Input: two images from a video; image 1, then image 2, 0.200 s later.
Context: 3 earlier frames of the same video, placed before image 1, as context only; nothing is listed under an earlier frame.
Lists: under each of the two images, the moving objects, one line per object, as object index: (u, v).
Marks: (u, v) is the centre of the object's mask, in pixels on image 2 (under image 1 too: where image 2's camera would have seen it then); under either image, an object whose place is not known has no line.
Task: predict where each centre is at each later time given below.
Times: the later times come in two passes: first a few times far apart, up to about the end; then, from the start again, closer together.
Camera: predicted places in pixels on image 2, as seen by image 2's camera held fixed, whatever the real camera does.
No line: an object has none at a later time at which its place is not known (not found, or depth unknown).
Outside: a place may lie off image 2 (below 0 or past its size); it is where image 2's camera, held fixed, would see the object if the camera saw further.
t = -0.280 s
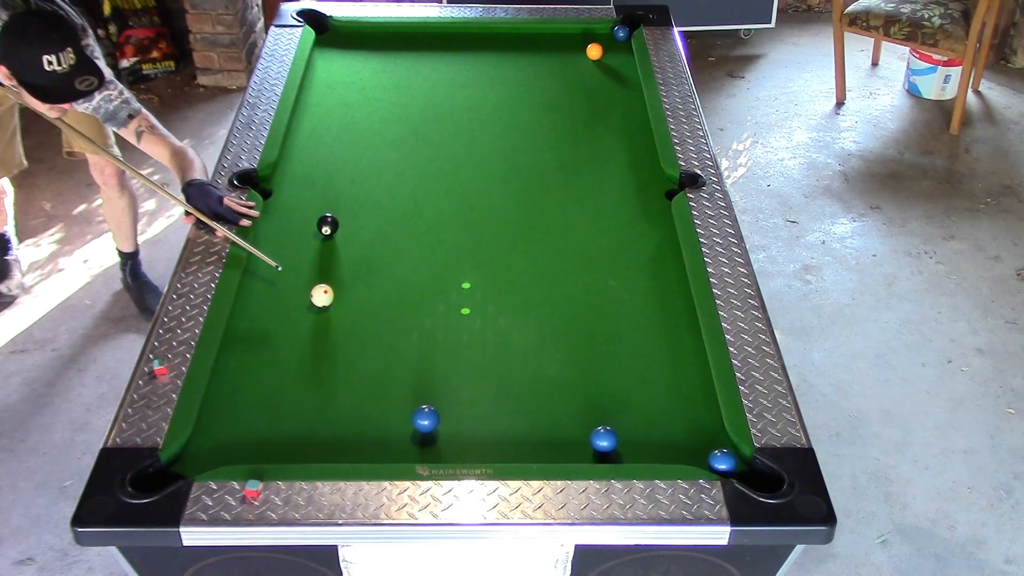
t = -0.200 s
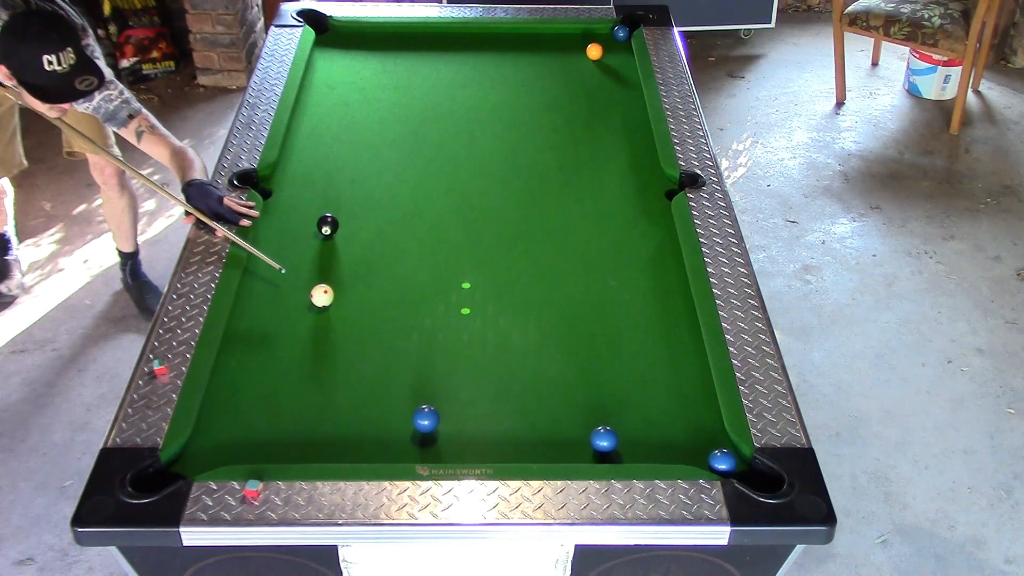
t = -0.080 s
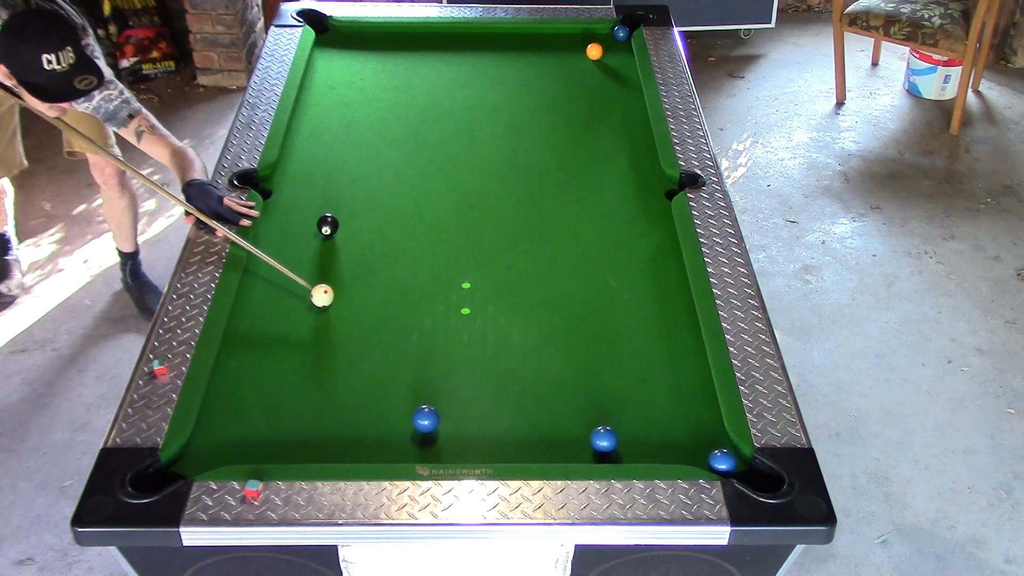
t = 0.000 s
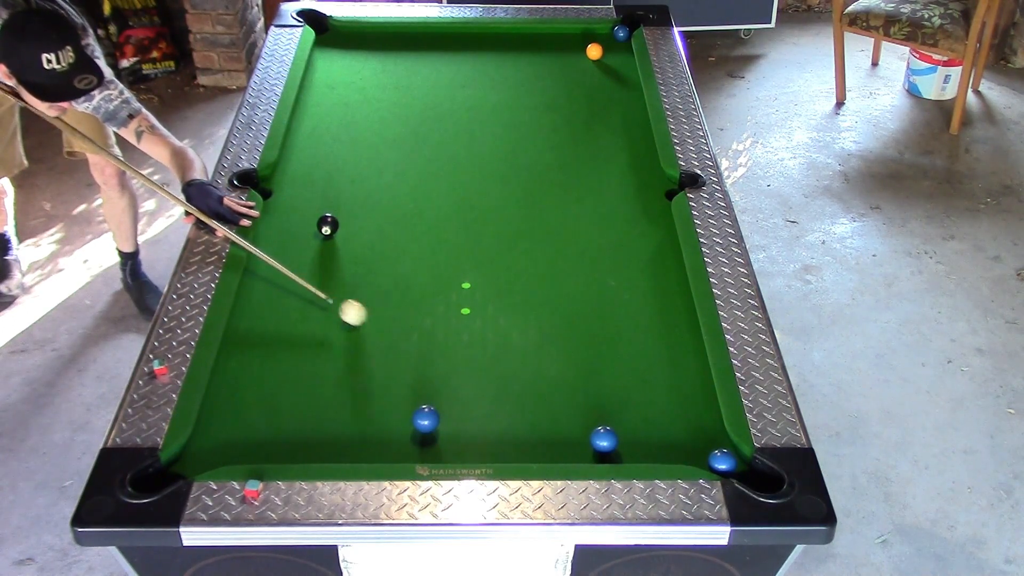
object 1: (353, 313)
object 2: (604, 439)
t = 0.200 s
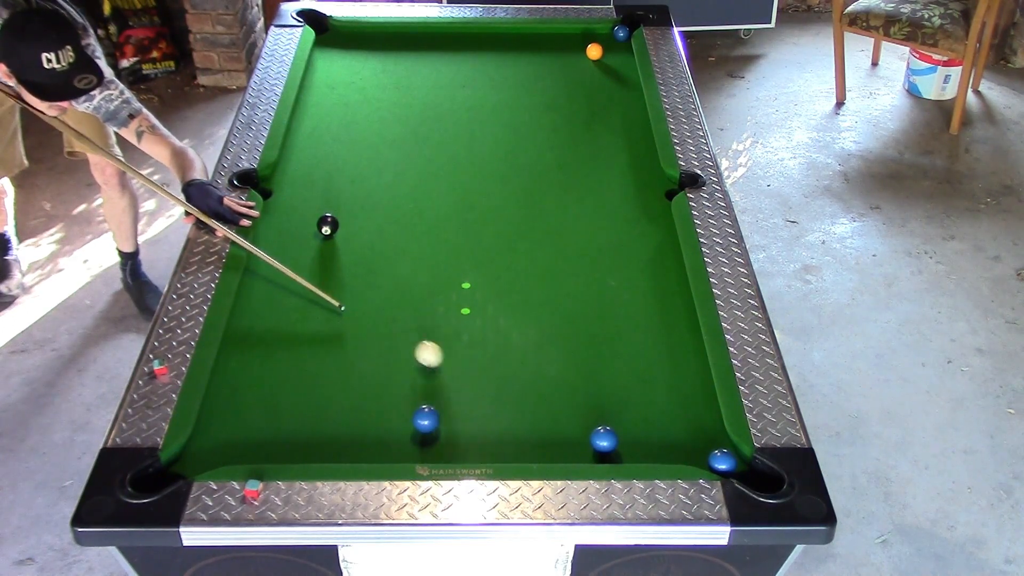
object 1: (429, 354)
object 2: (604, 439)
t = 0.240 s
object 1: (444, 362)
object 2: (604, 439)
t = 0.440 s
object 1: (525, 407)
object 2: (604, 439)
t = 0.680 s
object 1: (577, 448)
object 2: (643, 448)
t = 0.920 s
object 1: (579, 444)
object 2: (695, 453)
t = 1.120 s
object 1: (579, 431)
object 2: (703, 446)
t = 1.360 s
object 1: (578, 417)
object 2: (711, 439)
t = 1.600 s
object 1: (577, 405)
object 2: (713, 434)
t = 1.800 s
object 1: (576, 397)
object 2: (709, 433)
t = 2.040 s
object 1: (575, 391)
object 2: (708, 433)
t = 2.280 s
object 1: (574, 387)
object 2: (709, 433)
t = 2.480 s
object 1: (573, 386)
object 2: (709, 433)
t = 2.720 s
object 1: (572, 385)
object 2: (709, 433)
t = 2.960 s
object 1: (572, 385)
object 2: (709, 433)
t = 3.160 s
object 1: (572, 385)
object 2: (709, 433)
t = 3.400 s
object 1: (572, 385)
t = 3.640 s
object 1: (572, 385)
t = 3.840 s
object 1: (572, 385)
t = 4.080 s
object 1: (572, 385)
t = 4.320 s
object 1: (572, 385)
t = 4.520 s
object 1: (572, 385)
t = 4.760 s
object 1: (572, 385)
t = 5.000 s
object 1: (572, 385)
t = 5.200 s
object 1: (572, 385)
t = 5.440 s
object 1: (572, 385)
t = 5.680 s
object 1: (572, 385)
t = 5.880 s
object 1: (572, 385)
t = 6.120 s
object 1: (572, 385)
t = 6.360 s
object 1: (572, 385)
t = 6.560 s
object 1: (572, 385)
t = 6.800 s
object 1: (572, 385)
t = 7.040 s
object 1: (572, 385)
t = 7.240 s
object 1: (572, 385)
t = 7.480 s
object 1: (572, 385)
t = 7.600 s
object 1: (572, 385)
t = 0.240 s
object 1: (444, 362)
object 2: (604, 439)
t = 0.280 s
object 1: (460, 371)
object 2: (604, 439)
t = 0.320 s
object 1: (476, 380)
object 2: (604, 439)
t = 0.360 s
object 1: (492, 389)
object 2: (604, 439)
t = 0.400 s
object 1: (508, 398)
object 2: (604, 439)
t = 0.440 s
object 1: (525, 407)
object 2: (604, 439)
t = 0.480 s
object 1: (542, 416)
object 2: (604, 439)
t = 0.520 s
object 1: (559, 425)
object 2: (604, 439)
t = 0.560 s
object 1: (575, 434)
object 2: (604, 439)
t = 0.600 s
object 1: (575, 438)
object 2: (619, 442)
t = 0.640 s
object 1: (575, 443)
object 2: (632, 445)
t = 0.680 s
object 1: (577, 448)
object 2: (643, 448)
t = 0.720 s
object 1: (578, 452)
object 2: (655, 450)
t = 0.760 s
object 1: (579, 455)
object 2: (666, 452)
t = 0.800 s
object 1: (579, 452)
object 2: (677, 454)
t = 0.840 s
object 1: (579, 450)
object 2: (686, 455)
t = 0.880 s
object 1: (579, 447)
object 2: (693, 454)
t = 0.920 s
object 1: (579, 444)
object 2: (695, 453)
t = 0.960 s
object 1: (579, 442)
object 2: (697, 452)
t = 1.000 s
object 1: (579, 439)
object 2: (698, 450)
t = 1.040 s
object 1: (579, 437)
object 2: (700, 449)
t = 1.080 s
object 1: (579, 434)
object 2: (702, 448)
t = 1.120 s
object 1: (579, 431)
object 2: (703, 446)
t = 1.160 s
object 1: (579, 429)
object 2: (705, 445)
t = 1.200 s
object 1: (578, 426)
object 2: (706, 444)
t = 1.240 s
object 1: (578, 424)
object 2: (707, 443)
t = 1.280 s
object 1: (578, 421)
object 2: (708, 441)
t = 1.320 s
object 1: (578, 419)
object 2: (710, 440)
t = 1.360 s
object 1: (578, 417)
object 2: (711, 439)
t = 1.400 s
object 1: (577, 415)
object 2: (712, 438)
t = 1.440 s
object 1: (577, 413)
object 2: (712, 437)
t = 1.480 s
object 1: (577, 411)
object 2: (714, 436)
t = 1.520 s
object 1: (577, 409)
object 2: (715, 435)
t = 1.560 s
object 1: (577, 407)
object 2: (713, 434)
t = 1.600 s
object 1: (577, 405)
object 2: (713, 434)
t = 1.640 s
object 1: (576, 403)
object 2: (712, 434)
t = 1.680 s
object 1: (576, 402)
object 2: (711, 433)
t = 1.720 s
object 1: (576, 400)
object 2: (710, 433)
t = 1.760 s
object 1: (576, 399)
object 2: (709, 433)
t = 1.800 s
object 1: (576, 397)
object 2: (709, 433)
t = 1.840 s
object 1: (576, 396)
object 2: (708, 433)
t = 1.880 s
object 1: (576, 395)
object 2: (708, 433)
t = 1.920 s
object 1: (576, 394)
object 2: (708, 433)
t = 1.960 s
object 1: (575, 392)
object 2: (708, 433)
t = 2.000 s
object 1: (575, 392)
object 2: (708, 433)
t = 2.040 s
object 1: (575, 391)
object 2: (708, 433)
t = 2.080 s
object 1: (575, 390)
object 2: (709, 433)
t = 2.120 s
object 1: (575, 389)
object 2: (709, 433)
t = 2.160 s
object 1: (575, 389)
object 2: (709, 433)
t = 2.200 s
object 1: (574, 388)
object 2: (709, 433)
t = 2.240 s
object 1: (574, 387)
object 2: (709, 433)
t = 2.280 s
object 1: (574, 387)
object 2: (709, 433)
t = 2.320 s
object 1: (574, 386)
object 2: (709, 433)
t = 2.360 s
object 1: (573, 386)
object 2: (709, 433)
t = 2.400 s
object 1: (573, 386)
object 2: (709, 433)
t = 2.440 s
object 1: (573, 386)
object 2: (709, 433)
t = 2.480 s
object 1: (573, 386)
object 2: (709, 433)
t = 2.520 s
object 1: (572, 386)
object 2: (709, 433)
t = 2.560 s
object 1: (572, 386)
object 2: (709, 433)
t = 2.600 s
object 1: (572, 385)
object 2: (709, 433)
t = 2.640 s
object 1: (572, 385)
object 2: (709, 433)
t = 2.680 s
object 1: (572, 385)
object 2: (709, 433)
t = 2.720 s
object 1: (572, 385)
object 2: (709, 433)
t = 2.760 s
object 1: (572, 385)
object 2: (709, 433)
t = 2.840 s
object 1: (572, 385)
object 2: (709, 433)
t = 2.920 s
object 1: (572, 385)
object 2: (709, 433)
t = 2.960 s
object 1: (572, 385)
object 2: (709, 433)
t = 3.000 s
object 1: (575, 378)
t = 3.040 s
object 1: (572, 385)
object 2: (708, 433)
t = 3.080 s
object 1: (572, 385)
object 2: (709, 433)
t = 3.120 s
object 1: (572, 385)
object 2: (709, 433)
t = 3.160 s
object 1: (572, 385)
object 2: (709, 433)
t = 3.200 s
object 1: (572, 385)
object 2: (709, 433)
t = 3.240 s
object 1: (572, 385)
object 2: (709, 433)
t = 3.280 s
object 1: (572, 385)
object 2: (709, 433)
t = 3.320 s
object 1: (572, 385)
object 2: (709, 433)
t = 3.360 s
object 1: (572, 385)
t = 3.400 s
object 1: (572, 385)
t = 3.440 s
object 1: (572, 385)
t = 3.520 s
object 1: (572, 385)
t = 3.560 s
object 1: (572, 385)
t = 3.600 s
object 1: (572, 385)
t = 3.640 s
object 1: (572, 385)
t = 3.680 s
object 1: (572, 385)
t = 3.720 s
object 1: (572, 385)
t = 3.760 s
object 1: (572, 385)
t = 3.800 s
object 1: (572, 385)
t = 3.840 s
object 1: (572, 385)
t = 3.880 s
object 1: (572, 385)
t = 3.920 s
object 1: (572, 385)
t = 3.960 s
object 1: (572, 385)
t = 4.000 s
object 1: (572, 385)
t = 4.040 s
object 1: (572, 385)
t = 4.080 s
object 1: (572, 385)
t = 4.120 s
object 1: (572, 385)
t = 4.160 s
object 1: (572, 385)
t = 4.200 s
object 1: (572, 385)
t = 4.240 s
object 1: (572, 385)
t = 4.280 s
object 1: (572, 385)
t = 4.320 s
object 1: (572, 385)
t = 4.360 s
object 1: (572, 385)
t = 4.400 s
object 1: (572, 385)
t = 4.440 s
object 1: (572, 385)
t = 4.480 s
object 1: (572, 385)
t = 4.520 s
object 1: (572, 385)
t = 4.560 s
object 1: (572, 385)
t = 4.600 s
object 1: (572, 385)
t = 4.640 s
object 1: (572, 385)
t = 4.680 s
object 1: (572, 385)
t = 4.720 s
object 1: (572, 385)
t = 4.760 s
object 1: (572, 385)
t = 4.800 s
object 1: (572, 385)
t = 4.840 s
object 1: (572, 385)
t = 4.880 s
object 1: (572, 385)
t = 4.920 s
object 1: (572, 385)
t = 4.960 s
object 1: (572, 385)
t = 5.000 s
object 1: (572, 385)
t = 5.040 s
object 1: (572, 385)
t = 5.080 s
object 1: (572, 385)
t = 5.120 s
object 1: (572, 385)
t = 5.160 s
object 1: (572, 385)
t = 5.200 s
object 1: (572, 385)
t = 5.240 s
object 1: (572, 385)
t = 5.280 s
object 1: (572, 385)
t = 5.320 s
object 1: (572, 385)
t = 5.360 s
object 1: (572, 385)
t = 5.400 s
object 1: (572, 385)
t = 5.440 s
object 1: (572, 385)
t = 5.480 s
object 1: (572, 385)
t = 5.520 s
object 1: (572, 385)
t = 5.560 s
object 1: (572, 385)
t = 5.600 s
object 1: (572, 385)
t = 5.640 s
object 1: (572, 385)
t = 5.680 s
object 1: (572, 385)
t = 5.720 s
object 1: (572, 385)
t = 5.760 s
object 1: (572, 385)
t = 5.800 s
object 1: (572, 385)
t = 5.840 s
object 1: (572, 385)
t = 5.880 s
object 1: (572, 385)
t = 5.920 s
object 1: (572, 385)
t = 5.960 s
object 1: (572, 385)
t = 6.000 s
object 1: (572, 385)
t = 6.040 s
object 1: (572, 385)
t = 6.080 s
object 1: (572, 385)
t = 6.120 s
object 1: (572, 385)
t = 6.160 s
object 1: (572, 385)
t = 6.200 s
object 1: (572, 385)
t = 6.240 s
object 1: (572, 385)
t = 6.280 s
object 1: (572, 385)
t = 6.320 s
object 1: (572, 385)
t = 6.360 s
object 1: (572, 385)
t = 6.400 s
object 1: (572, 385)
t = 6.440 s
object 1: (572, 385)
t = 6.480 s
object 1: (572, 385)
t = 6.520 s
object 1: (572, 385)
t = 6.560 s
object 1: (572, 385)
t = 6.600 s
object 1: (572, 385)
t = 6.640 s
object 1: (572, 385)
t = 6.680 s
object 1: (572, 385)
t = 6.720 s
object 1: (572, 385)
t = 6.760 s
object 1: (572, 385)
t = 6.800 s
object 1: (572, 385)
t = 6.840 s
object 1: (572, 385)
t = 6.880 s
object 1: (572, 385)
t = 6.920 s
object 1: (572, 385)
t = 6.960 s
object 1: (572, 385)
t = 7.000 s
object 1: (572, 385)
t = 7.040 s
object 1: (572, 385)
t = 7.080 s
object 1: (572, 385)
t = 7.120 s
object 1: (572, 385)
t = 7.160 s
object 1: (572, 385)
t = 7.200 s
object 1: (572, 385)
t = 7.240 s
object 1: (572, 385)
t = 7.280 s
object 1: (572, 385)
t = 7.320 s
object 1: (572, 385)
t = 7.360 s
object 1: (572, 385)
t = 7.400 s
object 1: (572, 385)
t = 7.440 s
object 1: (572, 385)
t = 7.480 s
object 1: (572, 385)
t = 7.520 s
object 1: (572, 385)
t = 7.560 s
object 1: (572, 385)
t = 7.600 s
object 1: (572, 385)
